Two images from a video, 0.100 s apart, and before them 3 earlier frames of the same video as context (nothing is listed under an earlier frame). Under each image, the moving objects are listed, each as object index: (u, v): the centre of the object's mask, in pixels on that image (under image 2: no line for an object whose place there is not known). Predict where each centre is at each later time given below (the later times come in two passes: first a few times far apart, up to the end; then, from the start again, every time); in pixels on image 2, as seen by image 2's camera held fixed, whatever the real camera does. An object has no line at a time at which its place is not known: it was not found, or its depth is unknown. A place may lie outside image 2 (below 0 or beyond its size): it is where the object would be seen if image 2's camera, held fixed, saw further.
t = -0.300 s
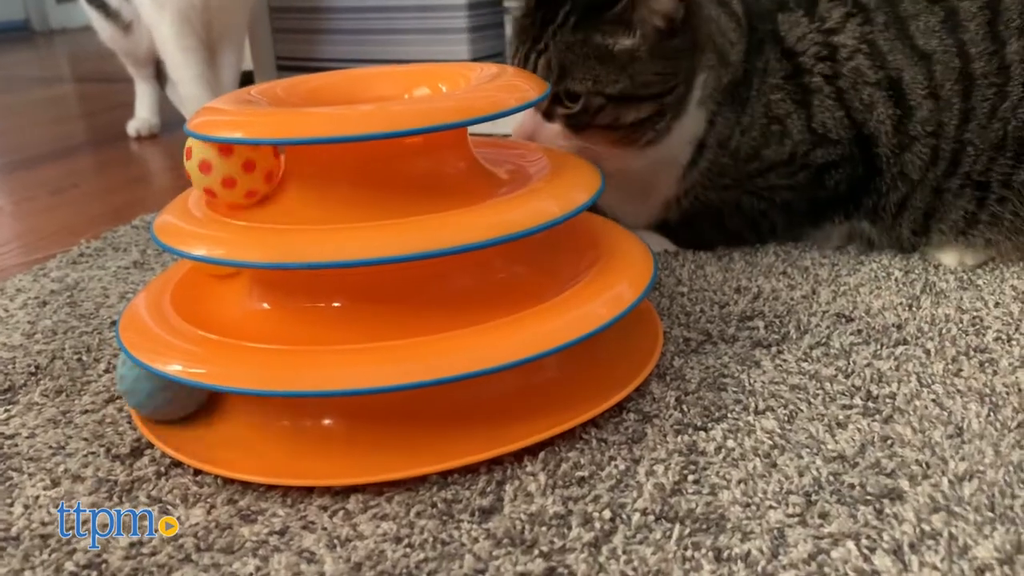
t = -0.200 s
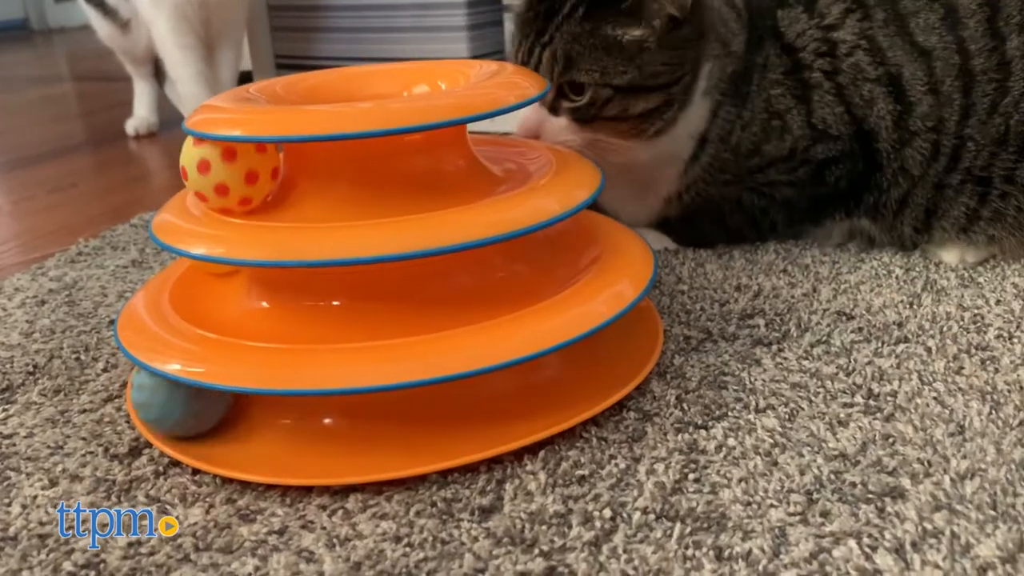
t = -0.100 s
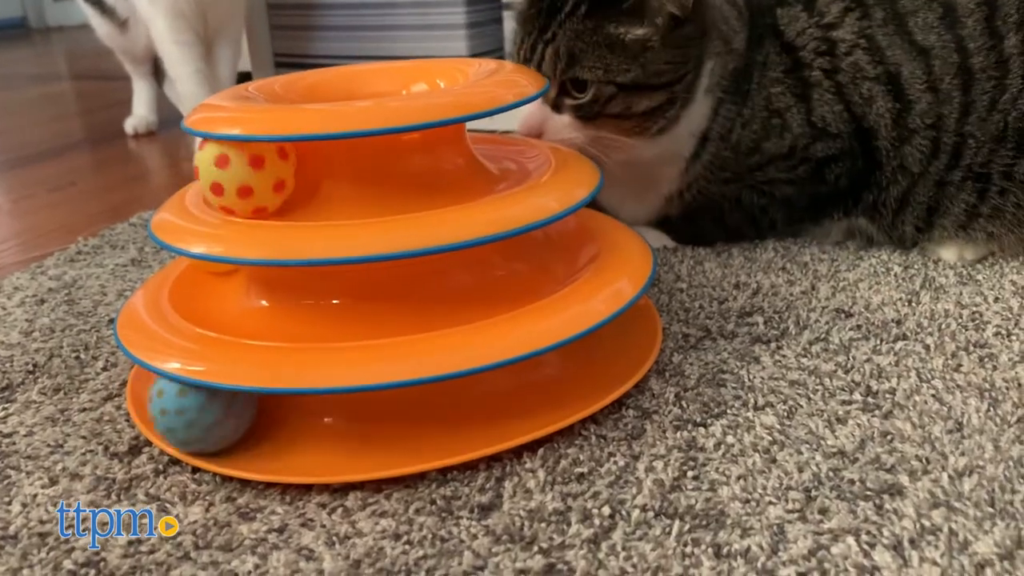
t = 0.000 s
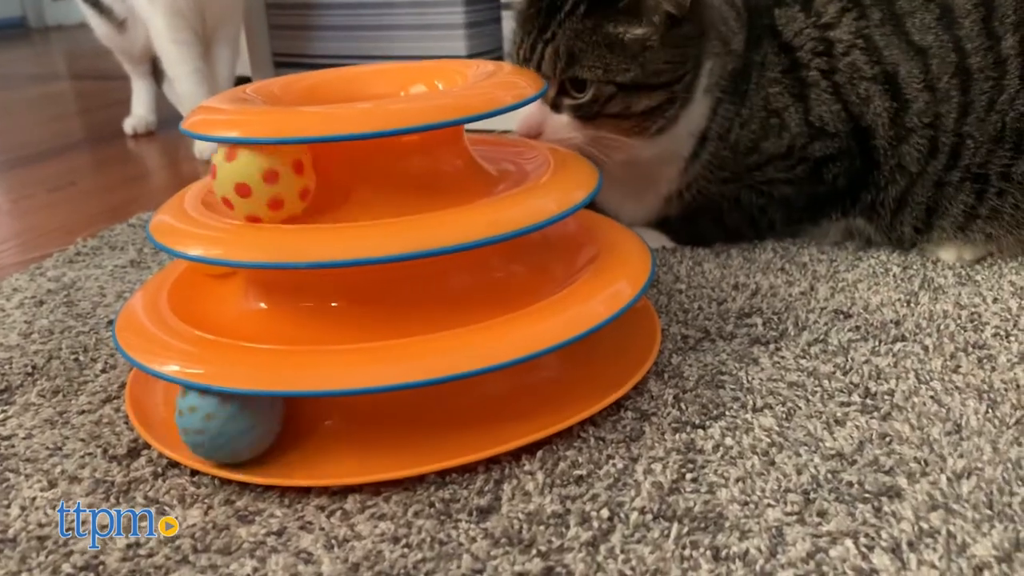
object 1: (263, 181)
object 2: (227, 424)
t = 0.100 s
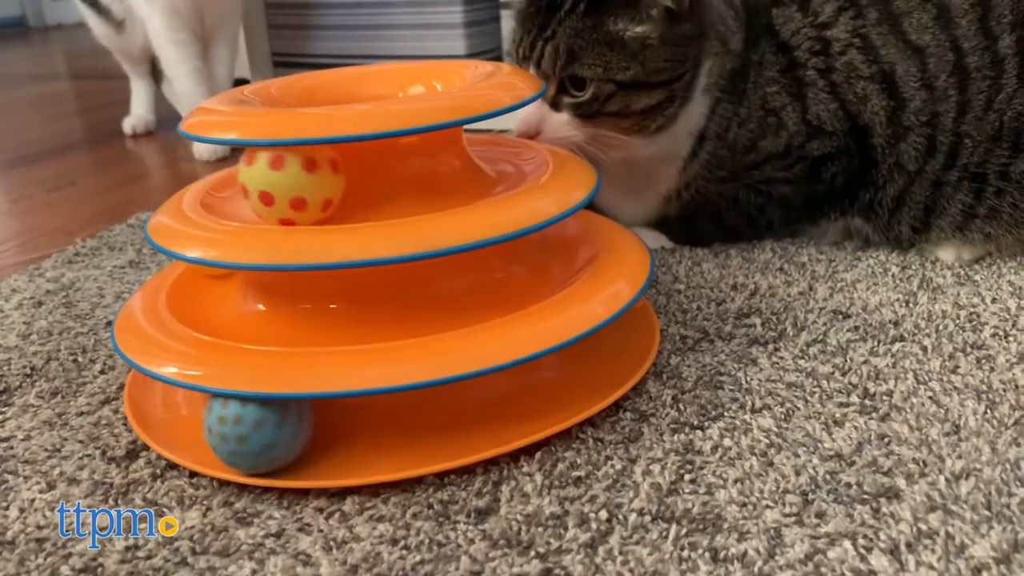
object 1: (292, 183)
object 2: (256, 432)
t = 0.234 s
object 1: (330, 182)
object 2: (302, 433)
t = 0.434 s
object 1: (365, 179)
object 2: (349, 433)
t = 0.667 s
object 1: (368, 180)
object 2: (372, 430)
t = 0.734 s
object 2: (372, 430)
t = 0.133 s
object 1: (299, 184)
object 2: (268, 433)
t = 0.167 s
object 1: (311, 184)
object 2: (281, 434)
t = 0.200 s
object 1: (323, 183)
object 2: (292, 434)
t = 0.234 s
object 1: (330, 182)
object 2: (302, 433)
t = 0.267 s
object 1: (336, 182)
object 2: (311, 433)
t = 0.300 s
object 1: (345, 181)
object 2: (318, 433)
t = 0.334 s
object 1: (352, 181)
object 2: (325, 433)
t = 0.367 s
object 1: (358, 180)
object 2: (332, 434)
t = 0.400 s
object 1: (362, 180)
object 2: (341, 433)
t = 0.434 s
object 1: (365, 179)
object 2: (349, 433)
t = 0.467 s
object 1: (368, 179)
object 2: (358, 432)
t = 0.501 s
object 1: (370, 179)
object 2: (364, 431)
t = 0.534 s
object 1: (371, 179)
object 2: (367, 431)
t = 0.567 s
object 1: (371, 180)
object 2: (369, 430)
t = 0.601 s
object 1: (371, 179)
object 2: (371, 430)
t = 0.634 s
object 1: (369, 180)
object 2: (372, 430)
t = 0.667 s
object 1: (368, 180)
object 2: (372, 430)
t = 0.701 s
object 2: (372, 431)
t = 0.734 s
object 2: (372, 430)
